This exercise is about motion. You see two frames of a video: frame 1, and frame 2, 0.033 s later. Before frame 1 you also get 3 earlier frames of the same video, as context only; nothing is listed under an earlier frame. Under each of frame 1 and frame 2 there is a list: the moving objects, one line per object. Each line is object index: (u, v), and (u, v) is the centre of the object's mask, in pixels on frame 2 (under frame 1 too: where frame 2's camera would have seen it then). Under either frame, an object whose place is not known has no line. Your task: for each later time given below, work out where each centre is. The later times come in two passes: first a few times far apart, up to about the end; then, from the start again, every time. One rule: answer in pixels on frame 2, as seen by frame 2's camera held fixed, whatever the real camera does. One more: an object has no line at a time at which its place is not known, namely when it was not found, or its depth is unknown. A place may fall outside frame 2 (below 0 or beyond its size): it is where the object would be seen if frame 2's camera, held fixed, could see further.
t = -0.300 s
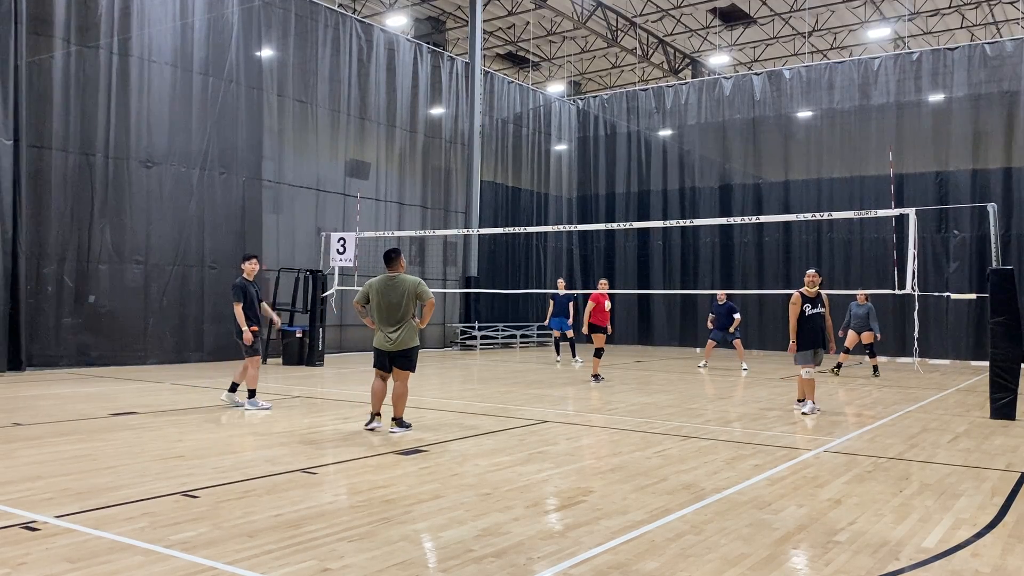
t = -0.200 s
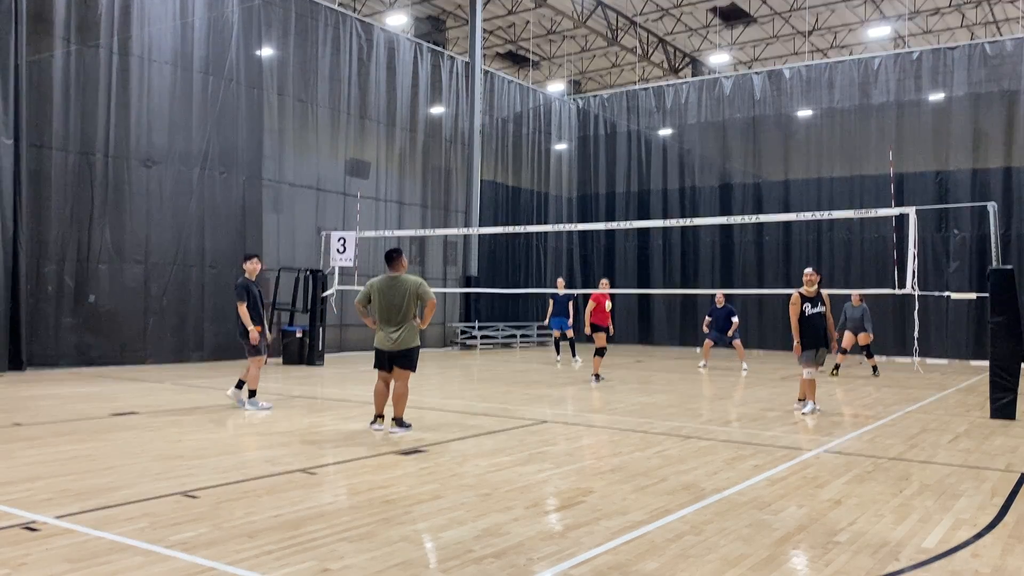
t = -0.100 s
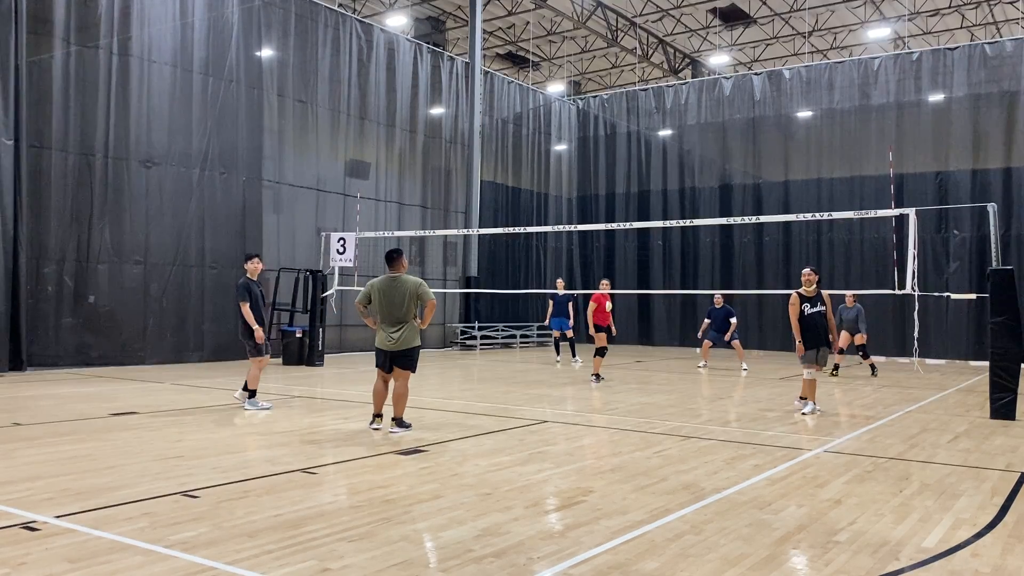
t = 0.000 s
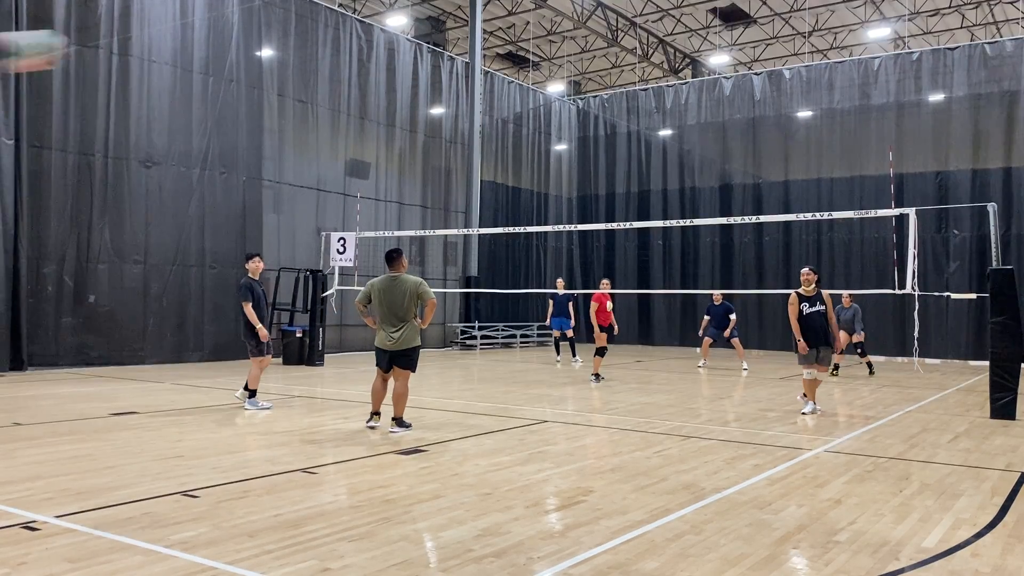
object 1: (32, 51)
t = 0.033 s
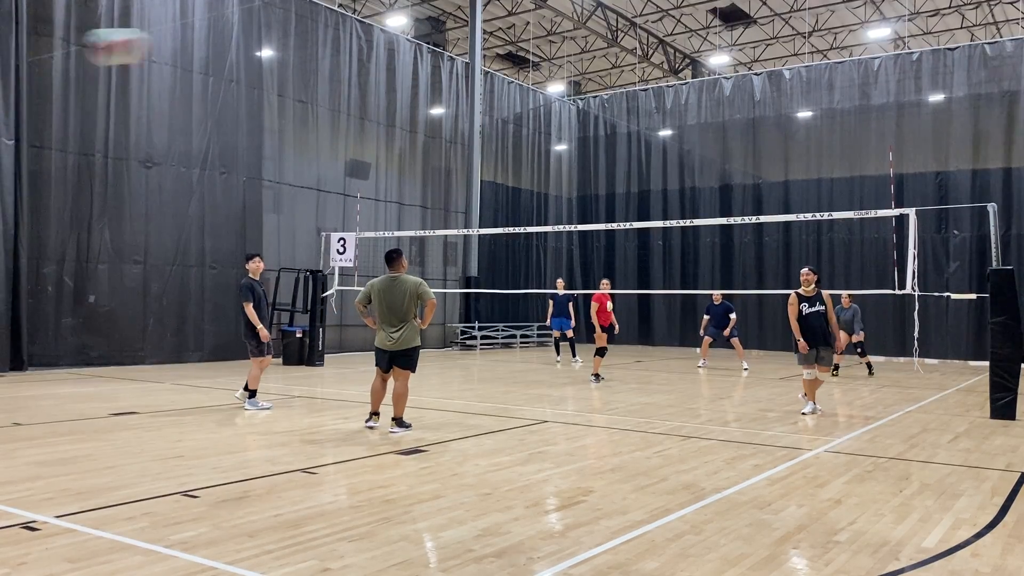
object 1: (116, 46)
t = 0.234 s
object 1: (431, 66)
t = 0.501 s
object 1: (616, 139)
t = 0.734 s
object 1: (706, 214)
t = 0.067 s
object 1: (196, 44)
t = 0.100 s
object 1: (256, 45)
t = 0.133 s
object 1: (310, 48)
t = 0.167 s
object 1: (356, 53)
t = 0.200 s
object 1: (397, 59)
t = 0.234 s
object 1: (431, 66)
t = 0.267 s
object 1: (463, 73)
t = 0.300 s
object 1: (494, 82)
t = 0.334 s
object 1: (518, 91)
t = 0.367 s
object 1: (541, 100)
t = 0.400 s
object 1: (563, 109)
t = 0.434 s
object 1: (582, 119)
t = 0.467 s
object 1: (600, 129)
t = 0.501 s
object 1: (616, 139)
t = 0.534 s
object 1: (632, 150)
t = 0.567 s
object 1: (646, 161)
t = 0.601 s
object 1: (660, 172)
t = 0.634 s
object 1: (672, 183)
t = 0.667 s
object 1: (685, 195)
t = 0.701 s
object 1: (696, 206)
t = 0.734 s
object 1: (706, 214)
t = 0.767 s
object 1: (717, 230)
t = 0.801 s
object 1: (727, 241)
